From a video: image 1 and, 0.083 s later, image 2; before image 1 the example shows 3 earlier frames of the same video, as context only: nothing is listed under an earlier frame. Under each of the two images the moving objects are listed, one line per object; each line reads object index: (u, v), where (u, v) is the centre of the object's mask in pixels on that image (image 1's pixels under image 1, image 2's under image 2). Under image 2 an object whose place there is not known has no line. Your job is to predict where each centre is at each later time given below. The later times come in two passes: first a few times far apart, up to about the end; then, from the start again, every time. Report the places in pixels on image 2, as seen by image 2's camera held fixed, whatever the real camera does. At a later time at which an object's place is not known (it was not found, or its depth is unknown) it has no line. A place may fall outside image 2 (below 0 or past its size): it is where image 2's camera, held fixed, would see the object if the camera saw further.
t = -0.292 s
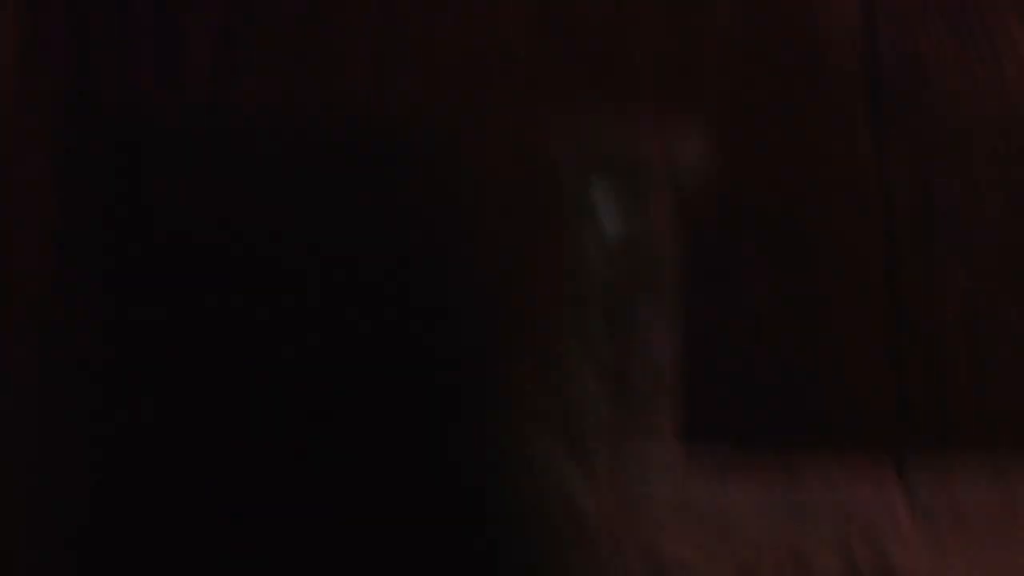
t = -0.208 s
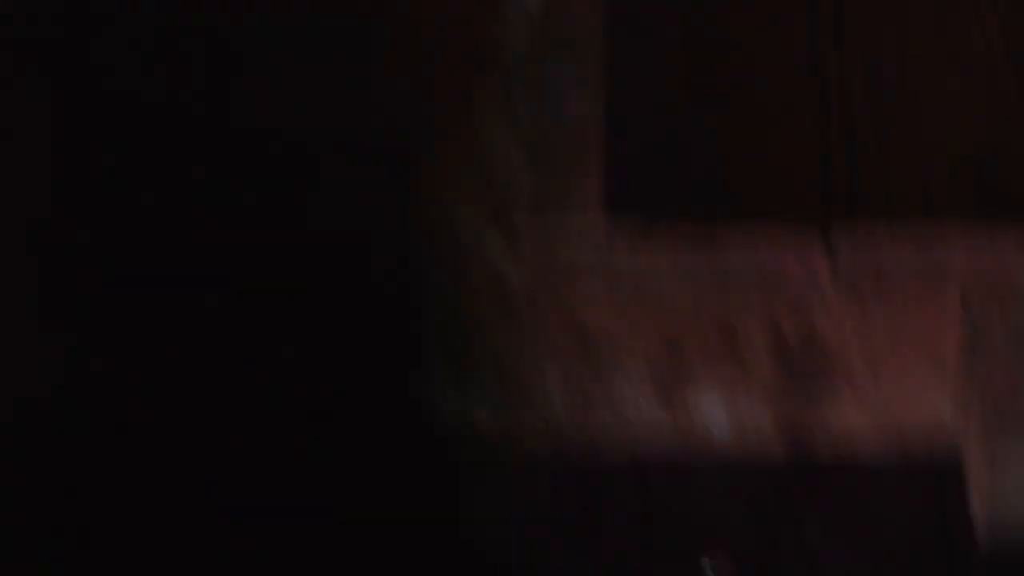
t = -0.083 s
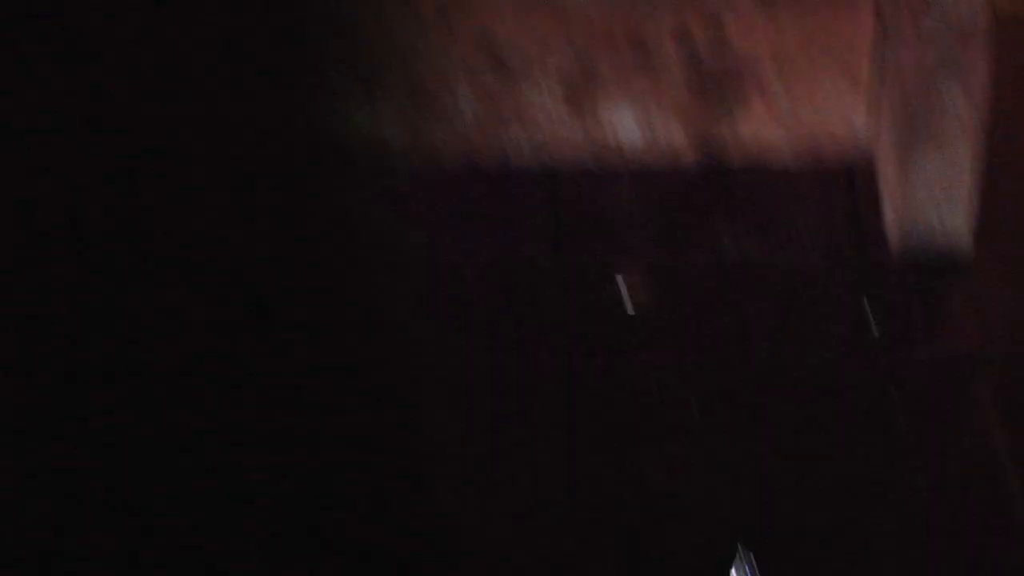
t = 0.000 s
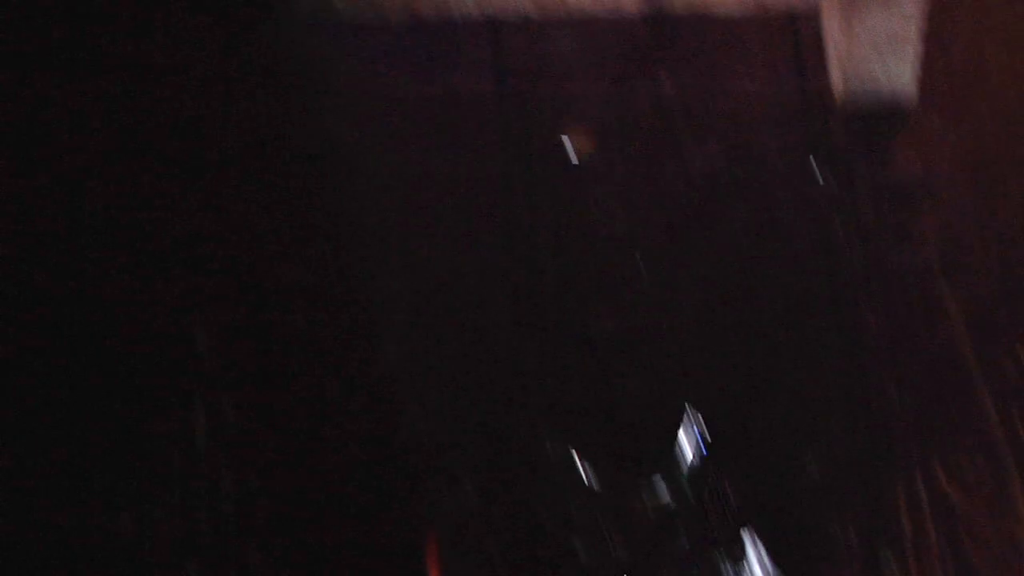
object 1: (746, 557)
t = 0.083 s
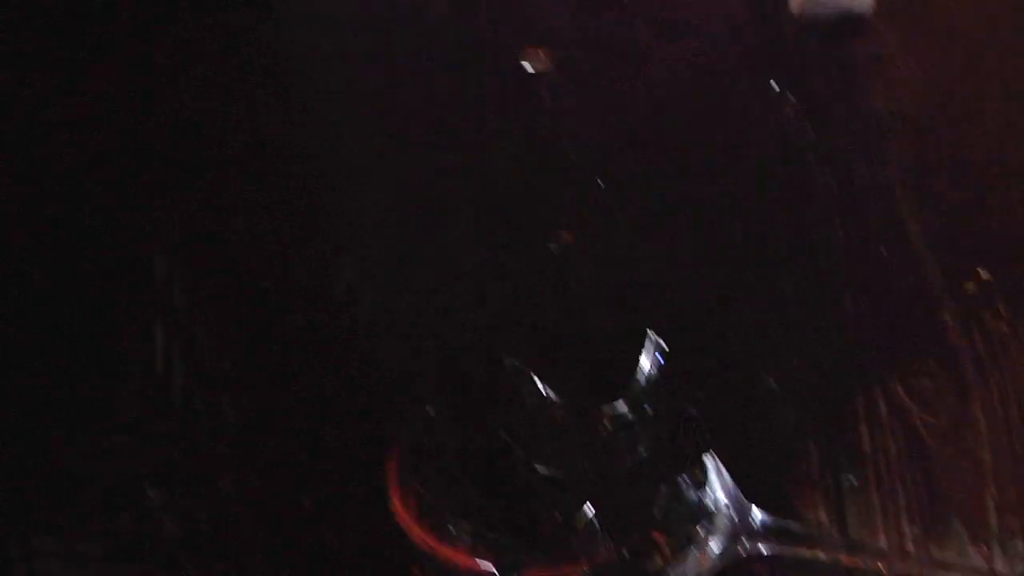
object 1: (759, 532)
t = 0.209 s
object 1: (774, 538)
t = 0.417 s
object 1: (776, 539)
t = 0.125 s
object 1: (773, 536)
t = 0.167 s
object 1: (775, 537)
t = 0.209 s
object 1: (774, 538)
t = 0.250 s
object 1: (778, 538)
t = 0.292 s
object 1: (776, 539)
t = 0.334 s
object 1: (775, 539)
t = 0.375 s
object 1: (776, 539)
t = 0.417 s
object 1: (776, 539)
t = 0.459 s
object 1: (775, 539)
